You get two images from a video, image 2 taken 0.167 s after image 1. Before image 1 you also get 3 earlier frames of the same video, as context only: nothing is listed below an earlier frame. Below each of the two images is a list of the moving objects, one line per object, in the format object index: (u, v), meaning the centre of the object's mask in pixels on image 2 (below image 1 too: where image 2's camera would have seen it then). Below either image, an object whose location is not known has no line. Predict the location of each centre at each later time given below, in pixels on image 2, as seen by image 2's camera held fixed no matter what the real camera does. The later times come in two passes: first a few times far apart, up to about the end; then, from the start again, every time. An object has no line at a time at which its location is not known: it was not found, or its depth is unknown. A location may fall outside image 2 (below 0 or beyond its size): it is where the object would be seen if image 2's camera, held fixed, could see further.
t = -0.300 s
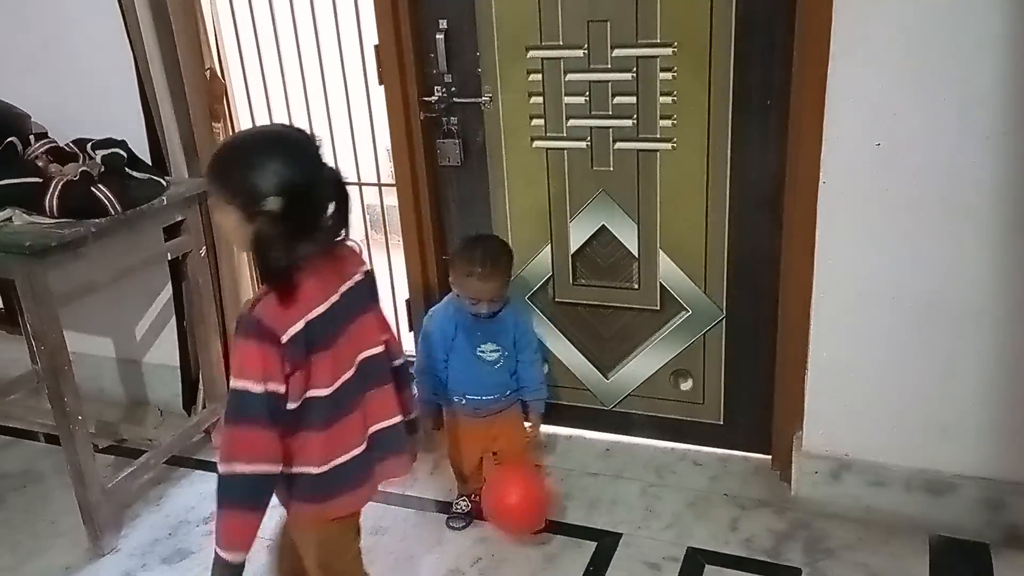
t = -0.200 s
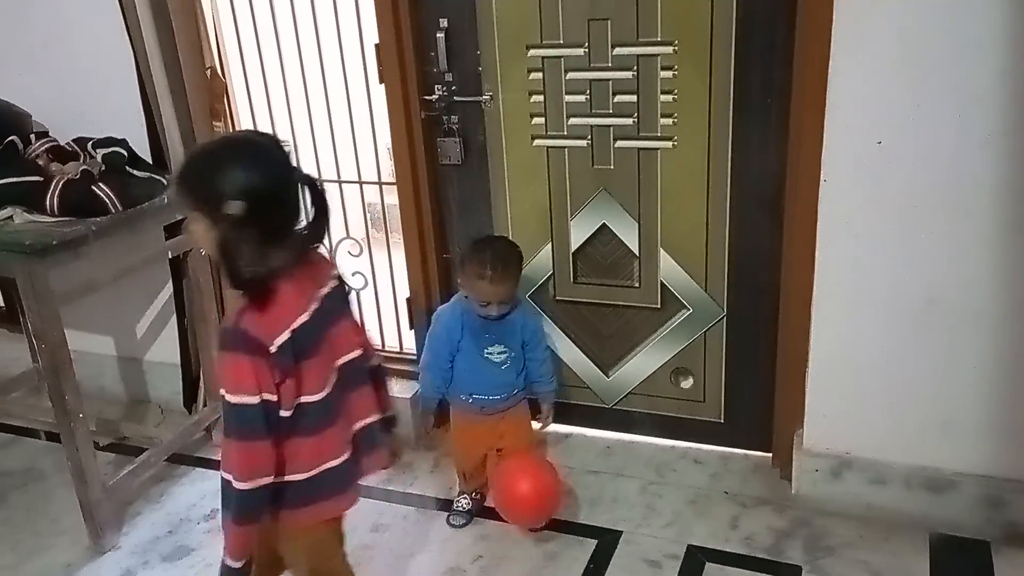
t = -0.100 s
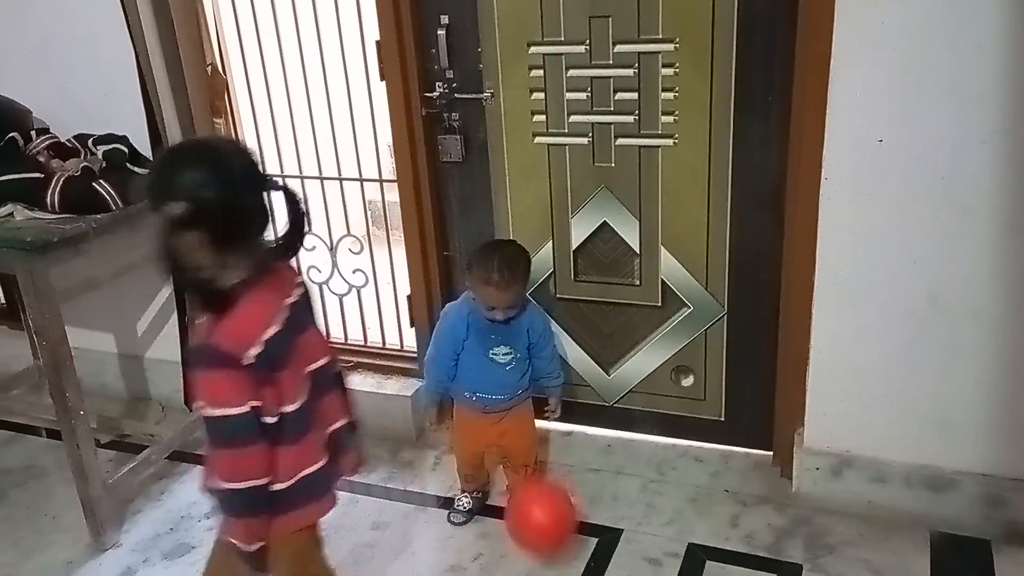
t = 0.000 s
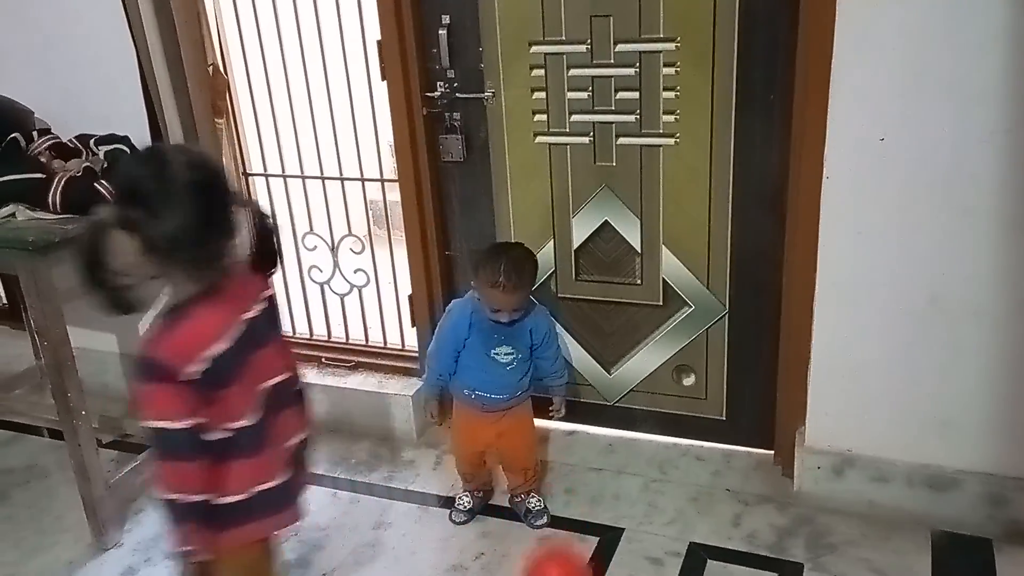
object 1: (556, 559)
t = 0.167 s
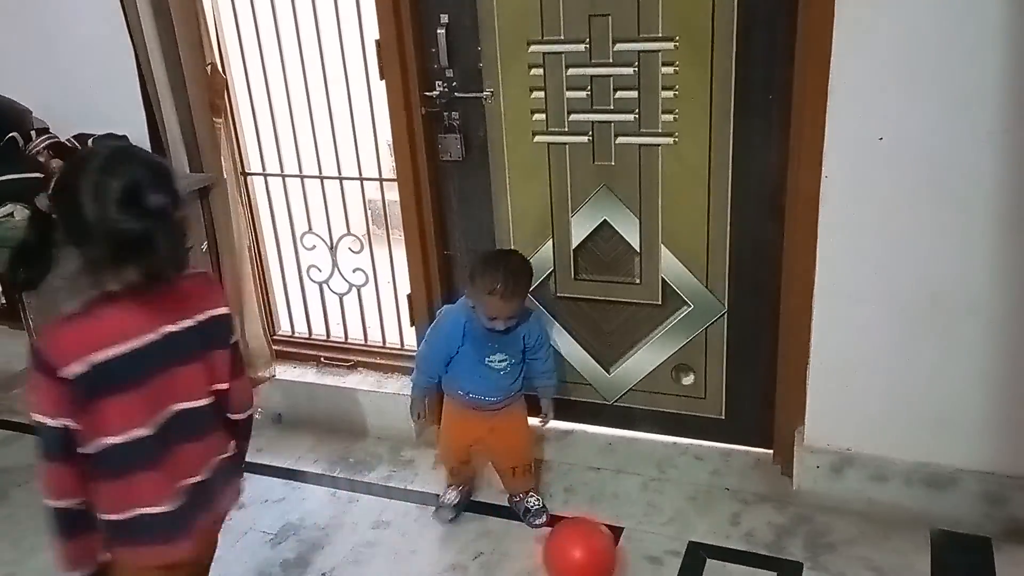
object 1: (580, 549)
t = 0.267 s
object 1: (594, 559)
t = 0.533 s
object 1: (637, 560)
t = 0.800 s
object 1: (687, 570)
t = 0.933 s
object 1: (715, 568)
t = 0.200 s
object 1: (584, 550)
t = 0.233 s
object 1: (589, 553)
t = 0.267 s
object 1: (594, 559)
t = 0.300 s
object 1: (599, 566)
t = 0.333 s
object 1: (605, 572)
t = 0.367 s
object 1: (610, 569)
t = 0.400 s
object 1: (614, 564)
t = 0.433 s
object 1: (621, 561)
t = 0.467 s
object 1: (625, 560)
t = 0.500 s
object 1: (631, 559)
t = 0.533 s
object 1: (637, 560)
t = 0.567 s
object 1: (643, 563)
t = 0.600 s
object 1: (649, 569)
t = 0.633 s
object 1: (654, 575)
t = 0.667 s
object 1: (661, 572)
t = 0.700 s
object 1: (667, 569)
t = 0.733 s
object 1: (674, 568)
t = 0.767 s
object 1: (680, 568)
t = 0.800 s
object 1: (687, 570)
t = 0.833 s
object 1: (693, 574)
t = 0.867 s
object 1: (699, 578)
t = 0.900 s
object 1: (708, 573)
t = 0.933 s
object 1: (715, 568)
